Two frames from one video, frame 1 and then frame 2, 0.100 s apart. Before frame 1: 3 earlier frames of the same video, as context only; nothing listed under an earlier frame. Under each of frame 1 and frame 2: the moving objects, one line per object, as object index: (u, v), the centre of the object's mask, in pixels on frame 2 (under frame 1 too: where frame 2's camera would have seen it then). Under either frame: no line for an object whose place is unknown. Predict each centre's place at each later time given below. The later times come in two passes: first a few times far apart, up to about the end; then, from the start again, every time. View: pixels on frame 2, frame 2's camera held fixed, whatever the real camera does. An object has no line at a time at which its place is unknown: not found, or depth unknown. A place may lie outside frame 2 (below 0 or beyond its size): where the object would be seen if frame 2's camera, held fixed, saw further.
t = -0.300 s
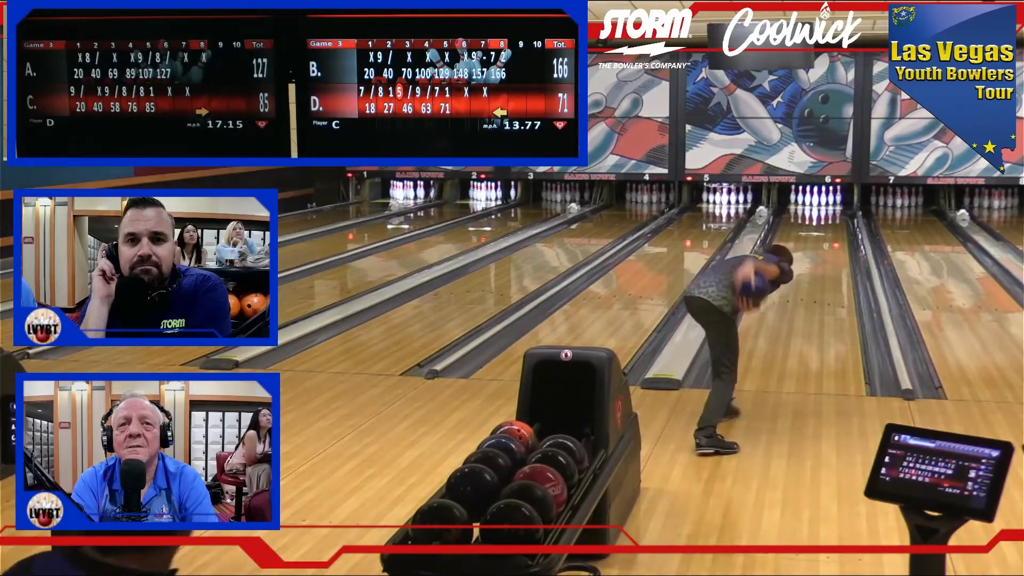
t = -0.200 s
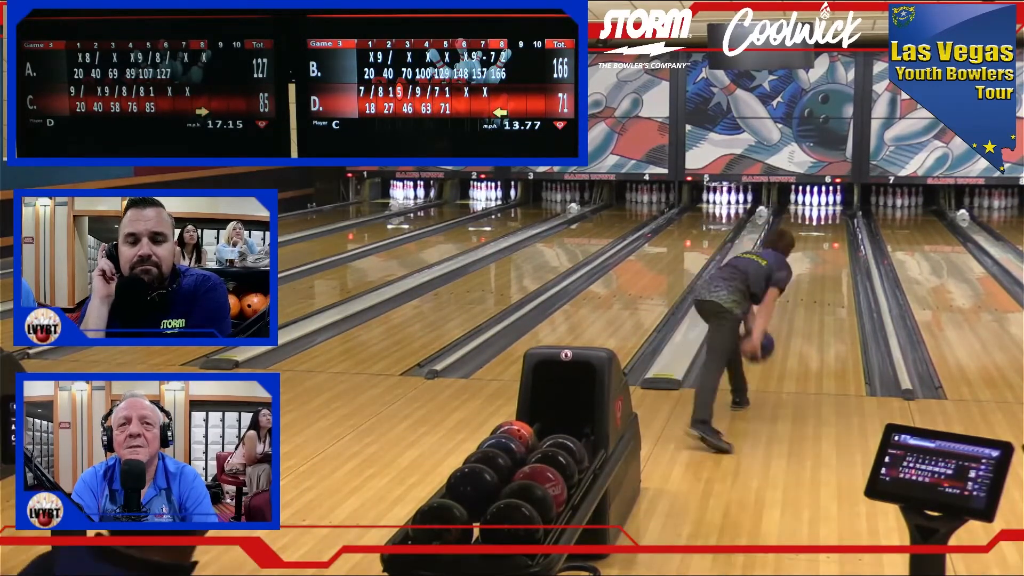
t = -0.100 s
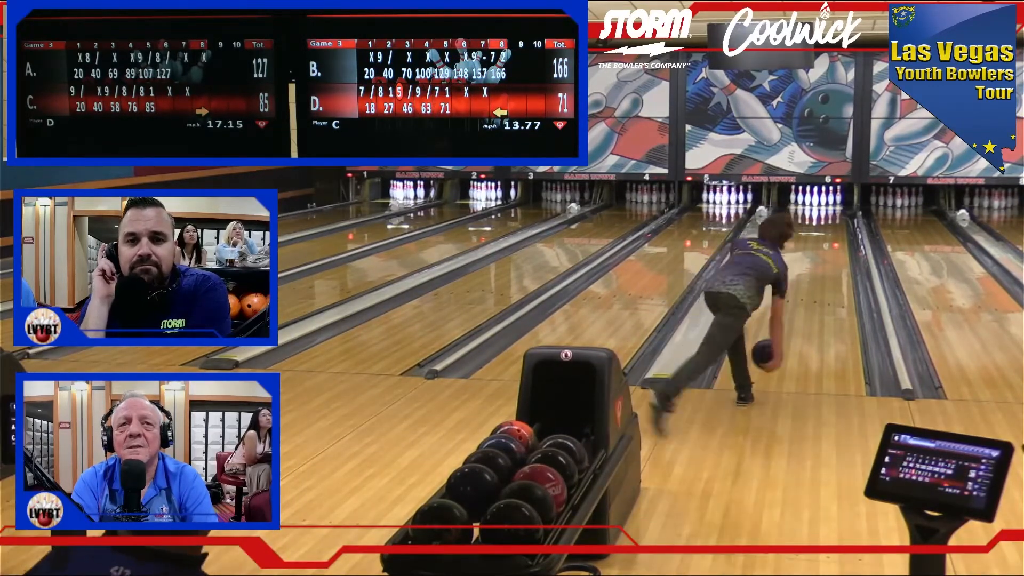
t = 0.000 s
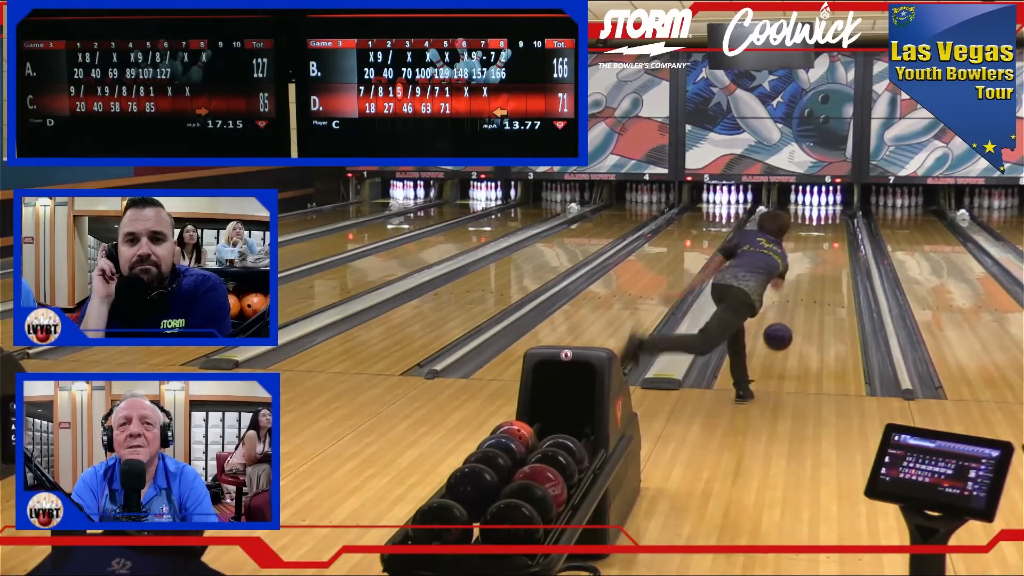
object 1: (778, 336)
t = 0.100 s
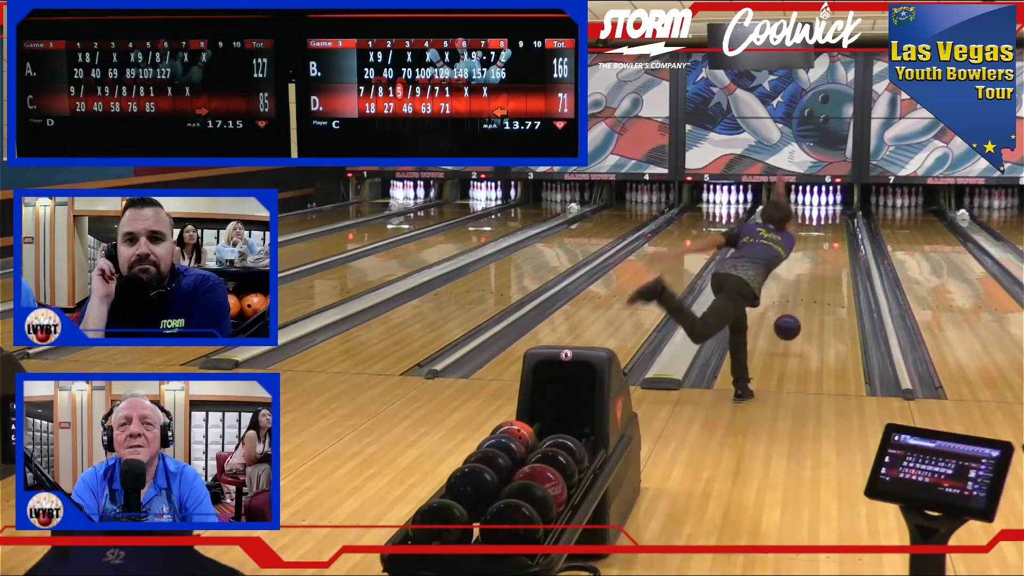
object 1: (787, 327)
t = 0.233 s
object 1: (797, 319)
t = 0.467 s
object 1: (811, 291)
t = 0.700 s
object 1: (821, 268)
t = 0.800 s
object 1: (824, 260)
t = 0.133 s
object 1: (790, 327)
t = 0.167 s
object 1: (792, 328)
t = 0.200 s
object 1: (795, 325)
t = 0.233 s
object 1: (797, 319)
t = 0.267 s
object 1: (800, 315)
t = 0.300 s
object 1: (802, 311)
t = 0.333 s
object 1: (804, 307)
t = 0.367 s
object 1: (806, 302)
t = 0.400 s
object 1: (808, 298)
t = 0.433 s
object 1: (810, 294)
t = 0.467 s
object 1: (811, 291)
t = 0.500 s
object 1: (813, 287)
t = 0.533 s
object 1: (815, 284)
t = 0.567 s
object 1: (816, 281)
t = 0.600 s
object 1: (817, 277)
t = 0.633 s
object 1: (819, 274)
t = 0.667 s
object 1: (820, 271)
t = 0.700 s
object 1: (821, 268)
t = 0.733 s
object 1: (822, 266)
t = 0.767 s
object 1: (823, 263)
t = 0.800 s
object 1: (824, 260)
